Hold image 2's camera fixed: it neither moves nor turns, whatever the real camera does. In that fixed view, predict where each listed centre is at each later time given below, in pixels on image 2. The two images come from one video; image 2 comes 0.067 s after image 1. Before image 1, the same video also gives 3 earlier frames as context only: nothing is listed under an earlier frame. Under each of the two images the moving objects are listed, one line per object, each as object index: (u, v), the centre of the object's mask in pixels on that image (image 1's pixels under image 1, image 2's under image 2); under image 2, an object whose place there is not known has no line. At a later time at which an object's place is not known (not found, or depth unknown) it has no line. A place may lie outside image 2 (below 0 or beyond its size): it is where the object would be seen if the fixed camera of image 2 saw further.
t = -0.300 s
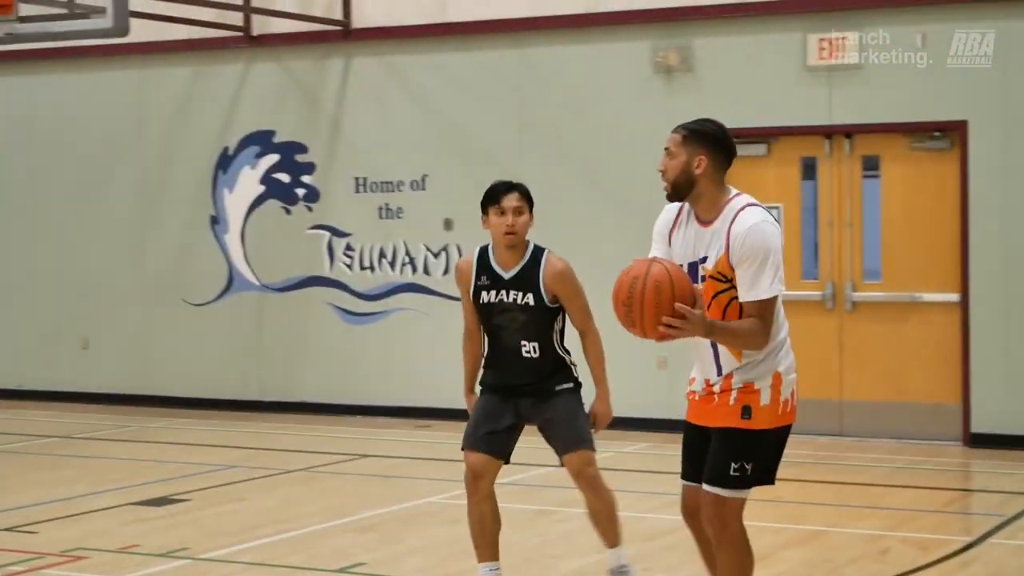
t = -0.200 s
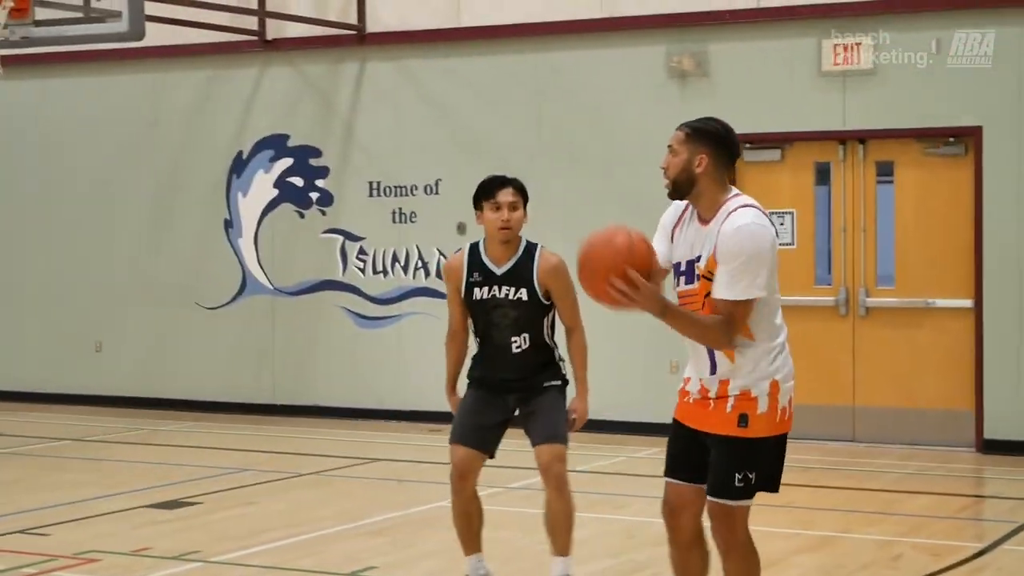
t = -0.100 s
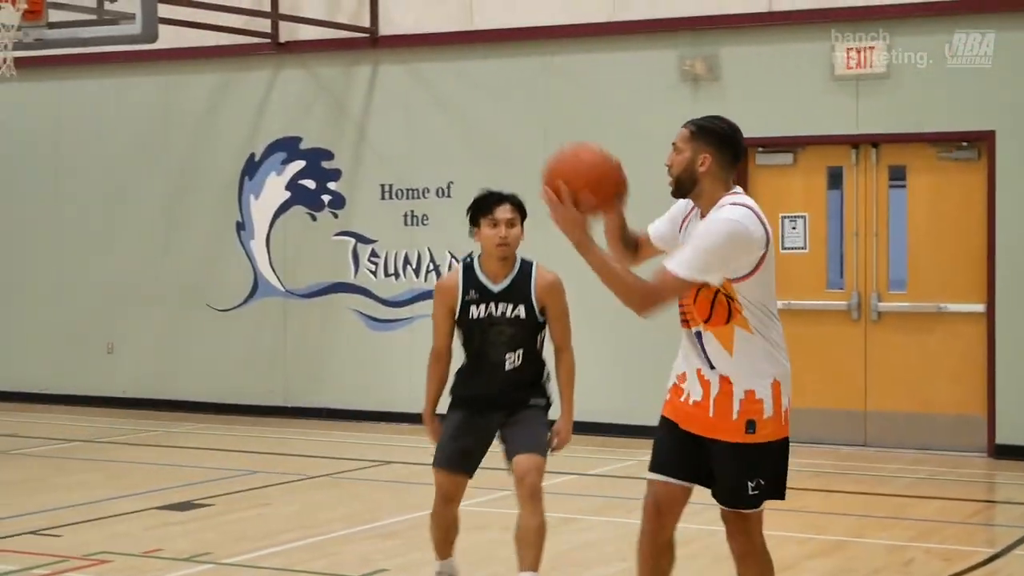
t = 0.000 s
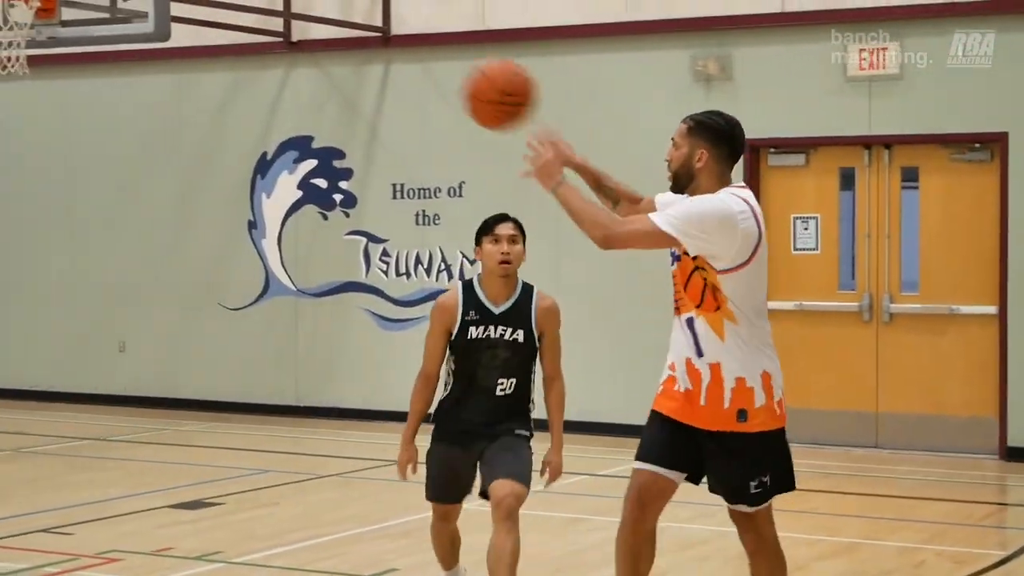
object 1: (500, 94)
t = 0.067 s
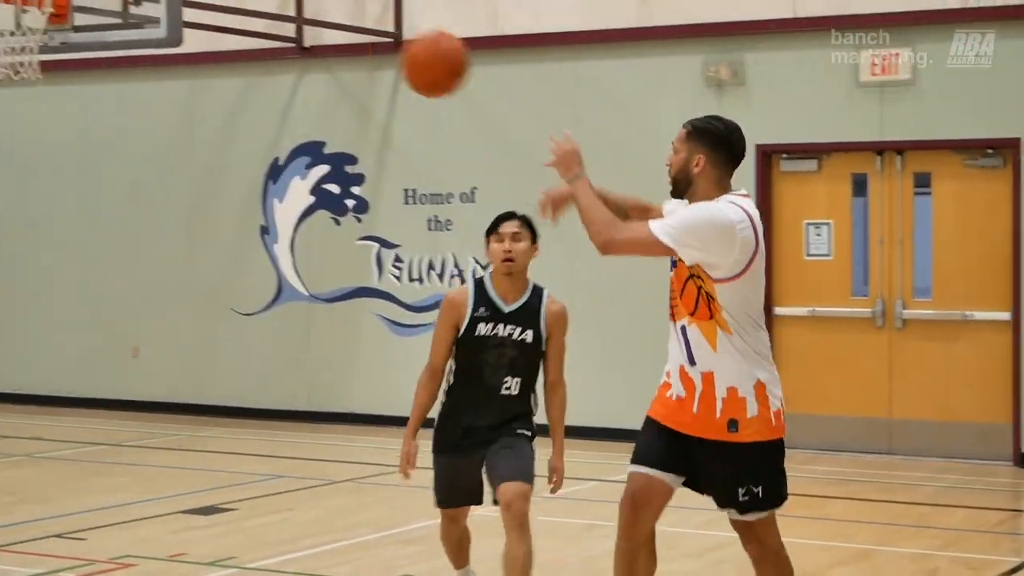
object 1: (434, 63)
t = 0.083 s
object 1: (416, 57)
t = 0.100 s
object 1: (398, 51)
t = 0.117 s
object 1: (382, 47)
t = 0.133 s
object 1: (368, 43)
